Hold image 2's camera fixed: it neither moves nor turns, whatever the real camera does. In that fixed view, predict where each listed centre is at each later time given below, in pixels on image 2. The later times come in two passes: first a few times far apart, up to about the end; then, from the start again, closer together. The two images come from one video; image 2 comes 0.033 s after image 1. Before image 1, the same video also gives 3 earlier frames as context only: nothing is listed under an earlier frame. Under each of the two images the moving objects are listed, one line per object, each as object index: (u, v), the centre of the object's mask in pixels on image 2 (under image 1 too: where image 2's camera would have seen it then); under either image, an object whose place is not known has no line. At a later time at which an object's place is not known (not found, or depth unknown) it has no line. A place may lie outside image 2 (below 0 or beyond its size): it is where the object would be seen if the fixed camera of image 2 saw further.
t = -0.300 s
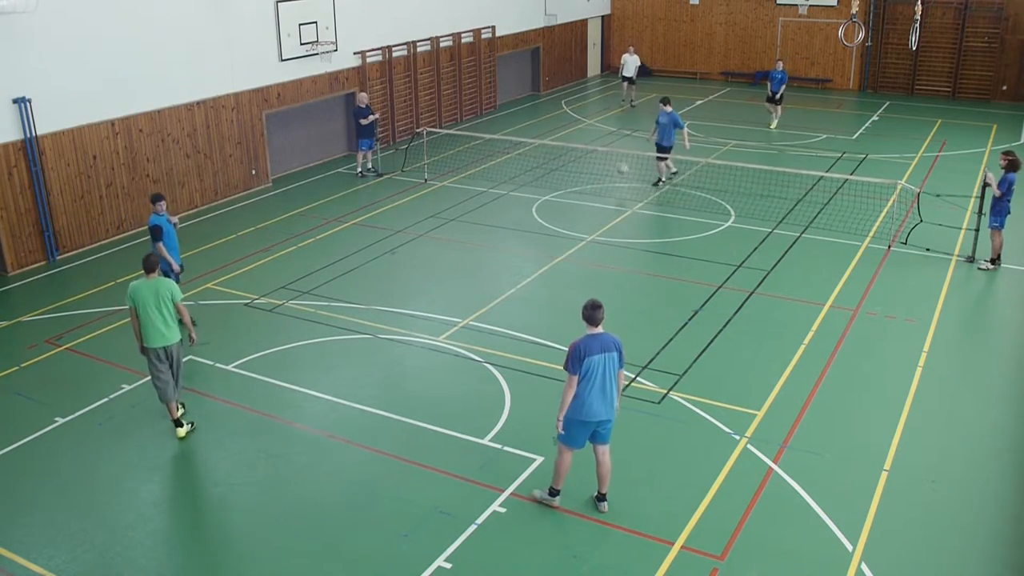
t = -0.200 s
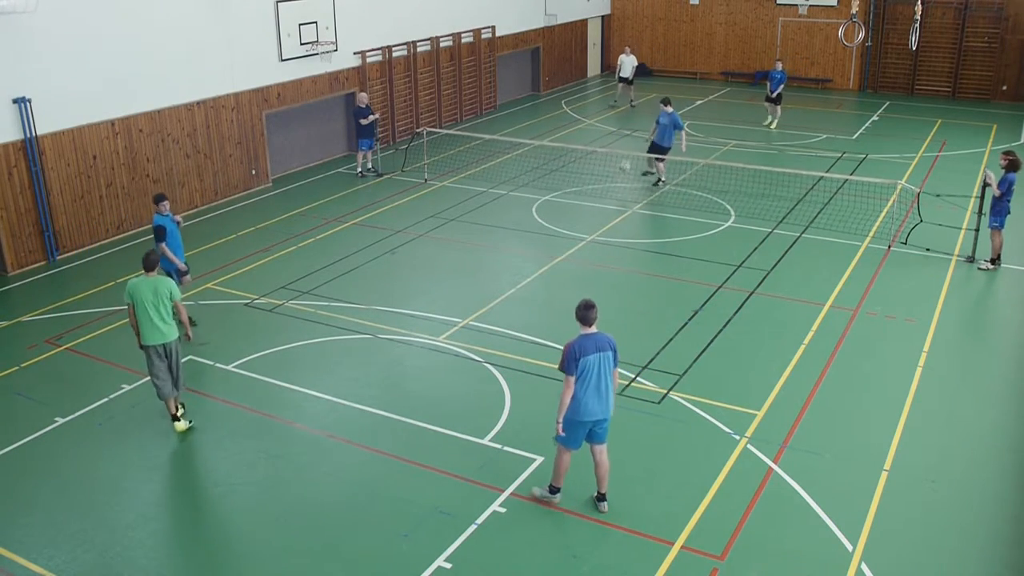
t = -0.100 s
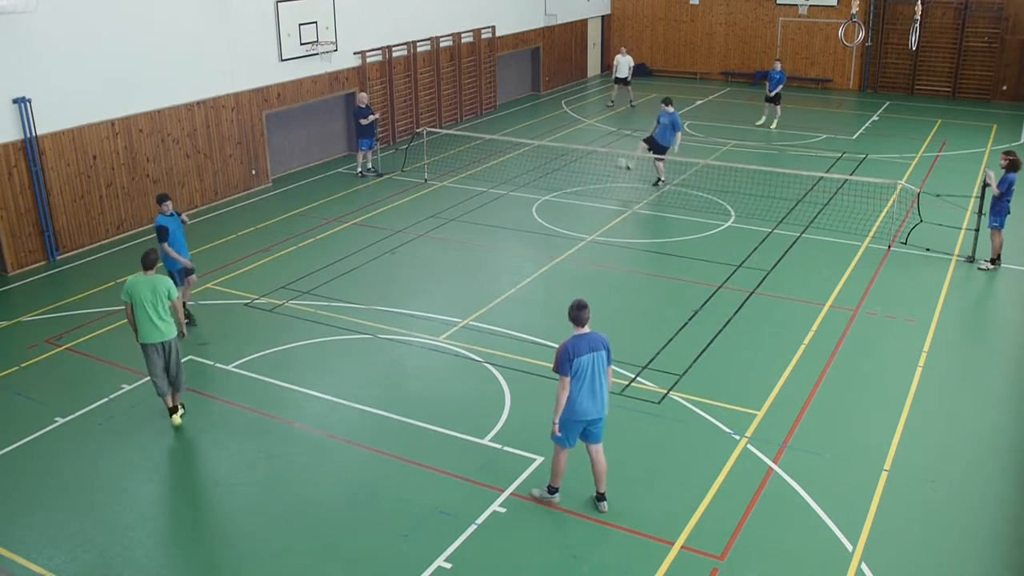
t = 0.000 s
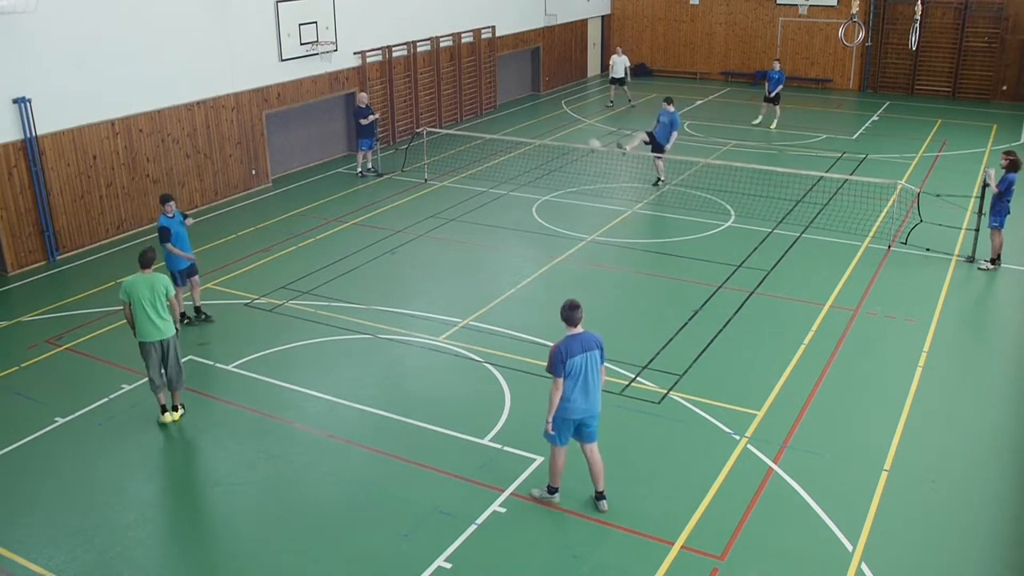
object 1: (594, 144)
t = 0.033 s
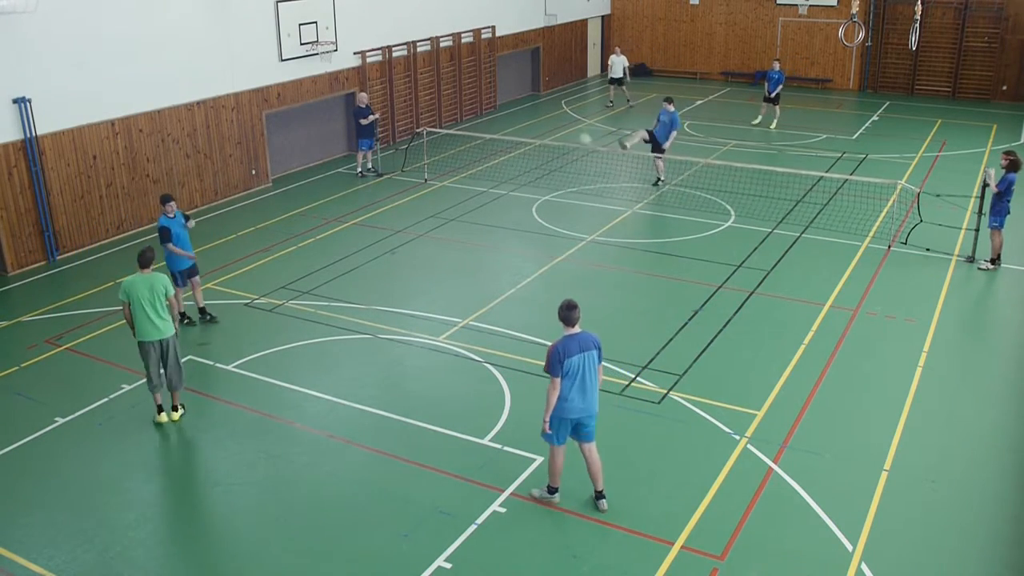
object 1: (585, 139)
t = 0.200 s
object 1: (536, 119)
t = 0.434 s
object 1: (457, 118)
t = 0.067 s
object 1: (575, 134)
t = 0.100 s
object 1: (565, 129)
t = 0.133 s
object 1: (555, 125)
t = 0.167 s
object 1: (546, 122)
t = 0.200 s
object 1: (536, 119)
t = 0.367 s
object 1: (481, 114)
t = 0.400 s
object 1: (469, 115)
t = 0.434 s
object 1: (457, 118)
